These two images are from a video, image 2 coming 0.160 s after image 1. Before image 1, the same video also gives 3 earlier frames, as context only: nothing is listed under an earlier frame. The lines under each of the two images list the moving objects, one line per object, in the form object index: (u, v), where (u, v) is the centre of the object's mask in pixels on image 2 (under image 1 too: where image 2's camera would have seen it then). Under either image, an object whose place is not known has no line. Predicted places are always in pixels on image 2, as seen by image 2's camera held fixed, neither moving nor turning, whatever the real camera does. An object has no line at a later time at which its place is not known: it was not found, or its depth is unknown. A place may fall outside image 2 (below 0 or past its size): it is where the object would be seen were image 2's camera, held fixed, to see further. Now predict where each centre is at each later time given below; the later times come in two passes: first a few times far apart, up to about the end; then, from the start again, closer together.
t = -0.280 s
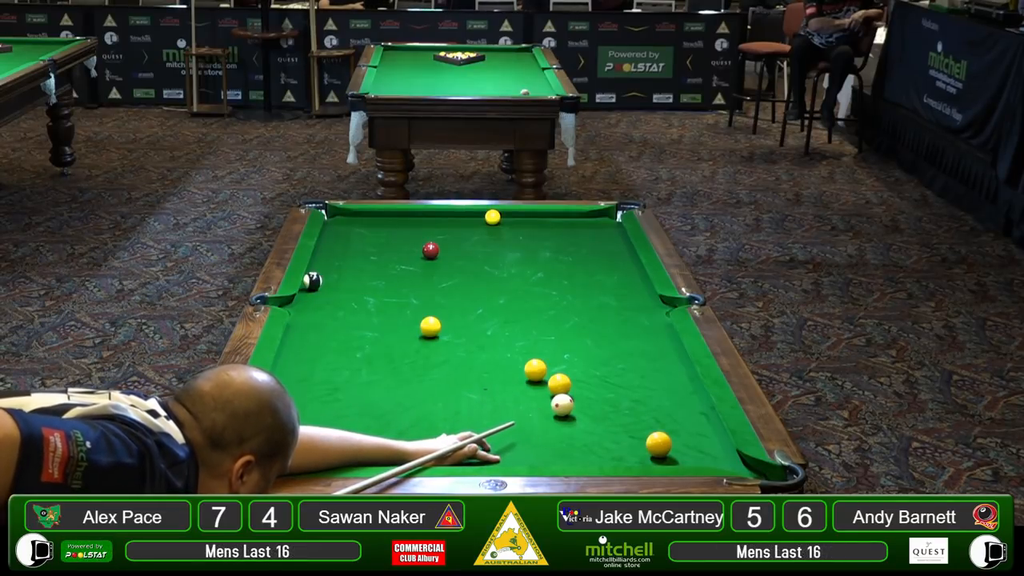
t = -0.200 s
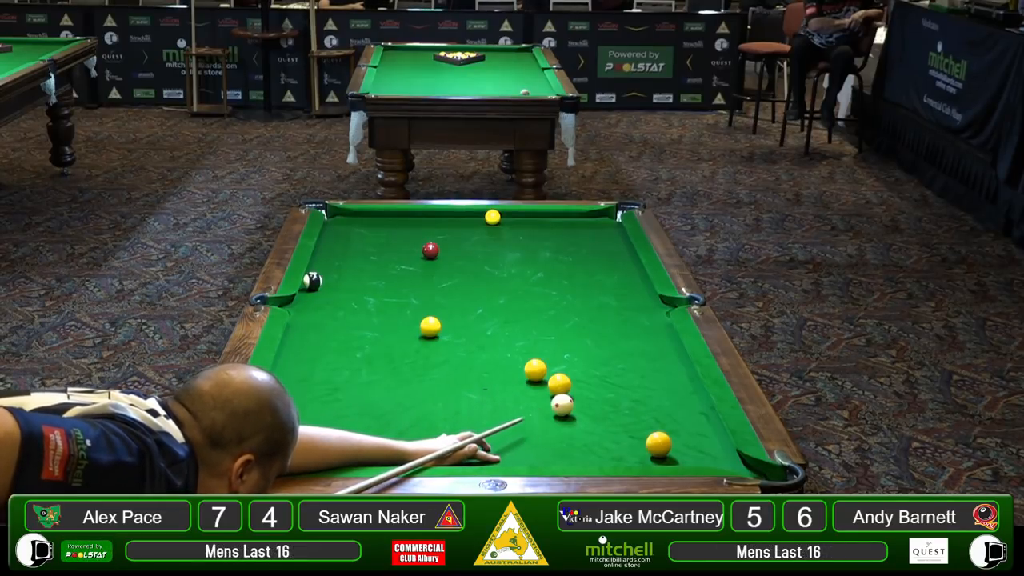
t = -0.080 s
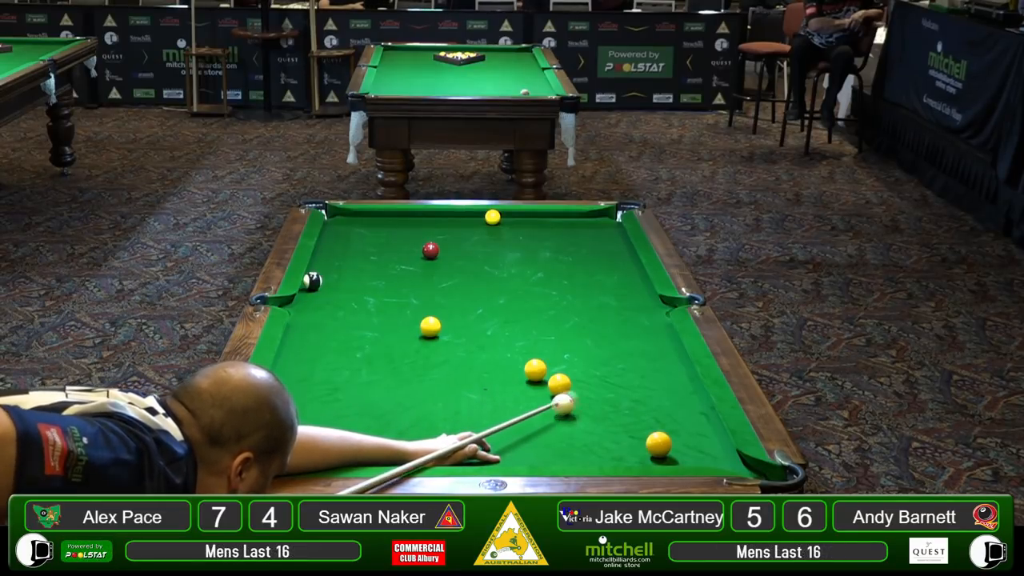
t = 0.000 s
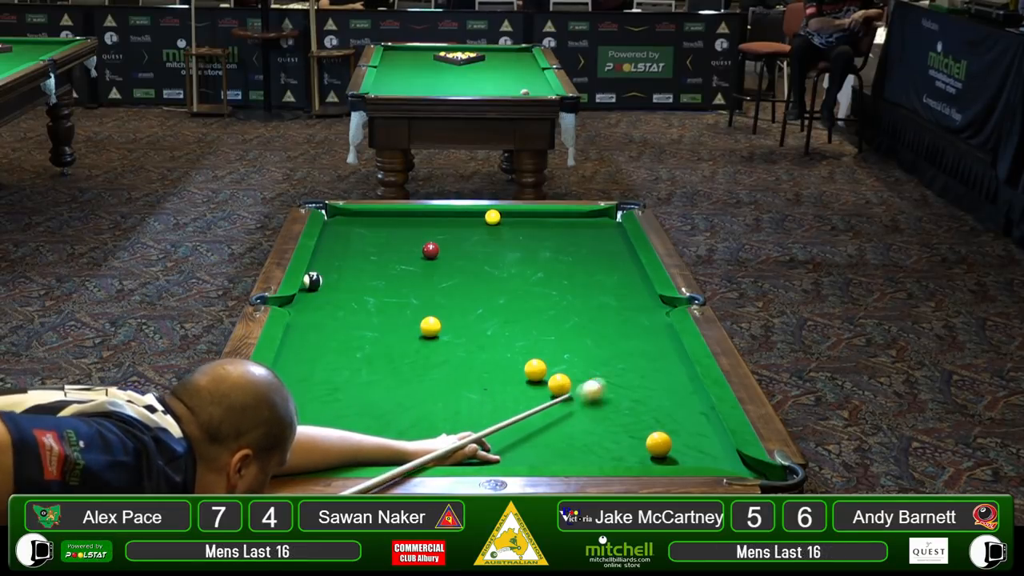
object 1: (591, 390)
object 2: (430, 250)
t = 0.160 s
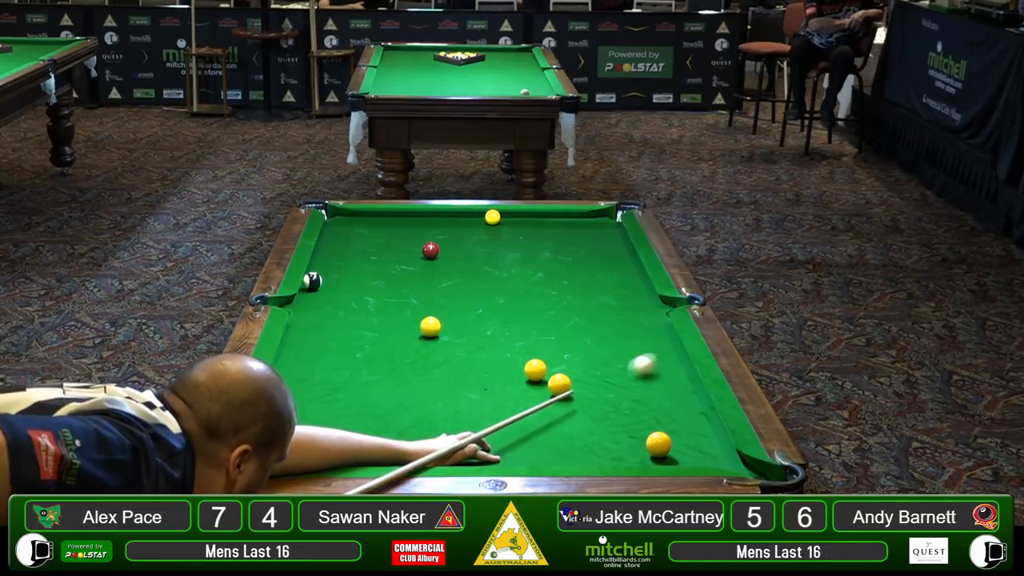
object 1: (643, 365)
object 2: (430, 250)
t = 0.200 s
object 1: (655, 359)
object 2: (430, 250)
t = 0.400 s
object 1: (638, 336)
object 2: (430, 250)
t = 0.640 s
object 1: (578, 314)
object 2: (430, 250)
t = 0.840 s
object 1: (533, 297)
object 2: (430, 250)
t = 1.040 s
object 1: (492, 281)
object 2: (430, 250)
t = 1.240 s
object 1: (456, 268)
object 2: (430, 250)
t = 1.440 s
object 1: (421, 255)
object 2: (433, 248)
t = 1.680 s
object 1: (375, 247)
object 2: (437, 246)
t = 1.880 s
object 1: (339, 241)
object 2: (442, 243)
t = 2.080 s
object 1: (338, 237)
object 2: (446, 240)
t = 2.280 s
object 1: (360, 235)
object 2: (450, 238)
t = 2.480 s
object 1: (381, 233)
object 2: (453, 236)
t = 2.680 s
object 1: (399, 231)
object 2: (456, 235)
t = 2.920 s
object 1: (420, 229)
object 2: (459, 234)
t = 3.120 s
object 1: (435, 227)
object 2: (460, 233)
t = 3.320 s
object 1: (449, 226)
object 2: (462, 233)
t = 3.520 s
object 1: (462, 223)
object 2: (462, 233)
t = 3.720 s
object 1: (474, 224)
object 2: (462, 233)
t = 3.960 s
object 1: (485, 223)
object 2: (462, 233)
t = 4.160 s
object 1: (495, 222)
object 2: (462, 233)
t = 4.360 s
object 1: (503, 222)
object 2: (462, 233)
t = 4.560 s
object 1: (509, 222)
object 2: (460, 233)
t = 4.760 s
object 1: (515, 221)
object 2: (462, 233)
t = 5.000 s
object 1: (520, 221)
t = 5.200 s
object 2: (461, 232)
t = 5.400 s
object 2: (462, 233)
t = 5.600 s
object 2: (462, 233)
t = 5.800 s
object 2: (462, 233)
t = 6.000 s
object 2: (462, 233)
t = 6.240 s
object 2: (462, 233)
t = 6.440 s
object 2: (462, 233)
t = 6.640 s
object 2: (462, 233)
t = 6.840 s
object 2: (462, 233)
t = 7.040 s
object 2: (462, 233)
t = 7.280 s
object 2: (462, 233)
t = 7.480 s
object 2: (462, 233)
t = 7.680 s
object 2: (462, 233)
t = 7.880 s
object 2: (462, 233)
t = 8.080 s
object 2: (462, 233)
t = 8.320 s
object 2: (462, 233)
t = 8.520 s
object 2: (462, 233)
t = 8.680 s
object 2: (462, 233)
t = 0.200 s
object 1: (655, 359)
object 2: (430, 250)
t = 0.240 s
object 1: (666, 354)
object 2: (430, 250)
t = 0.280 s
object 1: (673, 348)
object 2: (430, 250)
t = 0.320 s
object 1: (661, 344)
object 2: (430, 250)
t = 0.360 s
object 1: (649, 340)
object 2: (430, 250)
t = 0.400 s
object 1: (638, 336)
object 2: (430, 250)
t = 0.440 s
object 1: (627, 332)
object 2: (430, 250)
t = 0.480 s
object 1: (617, 328)
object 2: (430, 250)
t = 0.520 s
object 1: (607, 325)
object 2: (430, 250)
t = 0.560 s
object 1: (597, 321)
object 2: (430, 250)
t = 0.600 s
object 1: (588, 317)
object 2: (430, 250)
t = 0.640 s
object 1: (578, 314)
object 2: (430, 250)
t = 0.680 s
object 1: (568, 310)
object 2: (430, 250)
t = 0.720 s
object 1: (559, 306)
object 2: (430, 250)
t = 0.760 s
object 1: (550, 303)
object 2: (430, 250)
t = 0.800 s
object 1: (542, 300)
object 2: (430, 250)
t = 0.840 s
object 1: (533, 297)
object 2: (430, 250)
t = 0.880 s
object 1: (524, 293)
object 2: (430, 250)
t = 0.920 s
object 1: (516, 290)
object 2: (430, 250)
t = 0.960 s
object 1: (508, 287)
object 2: (430, 250)
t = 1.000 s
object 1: (500, 284)
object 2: (430, 250)
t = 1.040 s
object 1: (492, 281)
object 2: (430, 250)
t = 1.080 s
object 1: (485, 278)
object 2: (430, 250)
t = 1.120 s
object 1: (477, 276)
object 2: (430, 250)
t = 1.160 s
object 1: (470, 273)
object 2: (430, 250)
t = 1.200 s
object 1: (463, 270)
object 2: (430, 250)
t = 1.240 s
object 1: (456, 268)
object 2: (430, 250)
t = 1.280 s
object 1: (449, 265)
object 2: (430, 250)
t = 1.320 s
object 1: (442, 262)
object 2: (430, 250)
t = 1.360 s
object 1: (436, 260)
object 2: (430, 248)
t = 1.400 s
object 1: (429, 257)
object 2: (431, 246)
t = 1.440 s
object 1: (421, 255)
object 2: (433, 248)
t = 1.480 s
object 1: (414, 254)
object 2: (432, 249)
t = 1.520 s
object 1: (406, 252)
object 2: (433, 248)
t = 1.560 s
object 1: (398, 251)
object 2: (434, 248)
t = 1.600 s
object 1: (391, 250)
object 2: (435, 247)
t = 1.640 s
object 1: (383, 248)
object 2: (436, 246)
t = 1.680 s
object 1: (375, 247)
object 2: (437, 246)
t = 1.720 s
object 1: (368, 246)
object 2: (438, 245)
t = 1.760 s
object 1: (360, 245)
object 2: (439, 244)
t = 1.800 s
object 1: (353, 243)
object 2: (440, 244)
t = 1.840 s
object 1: (346, 242)
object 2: (441, 243)
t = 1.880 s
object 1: (339, 241)
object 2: (442, 243)
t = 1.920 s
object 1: (332, 240)
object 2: (443, 242)
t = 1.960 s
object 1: (326, 239)
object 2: (444, 242)
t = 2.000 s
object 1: (329, 238)
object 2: (444, 241)
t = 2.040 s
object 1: (334, 238)
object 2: (445, 241)
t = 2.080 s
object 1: (338, 237)
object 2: (446, 240)
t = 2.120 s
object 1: (343, 237)
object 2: (447, 240)
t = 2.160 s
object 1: (347, 236)
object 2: (448, 239)
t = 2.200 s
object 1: (352, 236)
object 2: (448, 239)
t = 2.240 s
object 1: (356, 236)
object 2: (449, 238)
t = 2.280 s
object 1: (360, 235)
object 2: (450, 238)
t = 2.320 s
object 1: (364, 235)
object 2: (450, 238)
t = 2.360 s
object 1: (369, 234)
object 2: (451, 237)
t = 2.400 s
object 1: (373, 234)
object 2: (452, 237)
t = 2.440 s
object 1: (377, 234)
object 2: (452, 237)
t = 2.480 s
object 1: (381, 233)
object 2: (453, 236)
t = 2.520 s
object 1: (385, 233)
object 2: (454, 236)
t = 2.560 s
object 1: (388, 232)
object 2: (454, 236)
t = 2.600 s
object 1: (392, 232)
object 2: (455, 235)
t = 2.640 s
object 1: (396, 232)
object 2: (455, 235)
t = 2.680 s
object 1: (399, 231)
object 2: (456, 235)
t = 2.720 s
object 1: (403, 231)
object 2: (457, 235)
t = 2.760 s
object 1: (406, 231)
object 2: (457, 234)
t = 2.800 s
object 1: (410, 230)
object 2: (458, 234)
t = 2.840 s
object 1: (413, 230)
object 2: (458, 234)
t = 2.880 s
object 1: (416, 230)
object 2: (459, 234)
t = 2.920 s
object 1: (420, 229)
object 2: (459, 234)
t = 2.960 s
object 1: (423, 229)
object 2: (459, 233)
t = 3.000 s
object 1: (426, 229)
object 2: (460, 233)
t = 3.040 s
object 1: (429, 228)
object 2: (460, 233)
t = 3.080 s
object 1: (432, 228)
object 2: (460, 233)
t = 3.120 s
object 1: (435, 227)
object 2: (460, 233)
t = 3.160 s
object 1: (438, 227)
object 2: (461, 233)
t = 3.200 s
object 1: (441, 227)
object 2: (461, 233)
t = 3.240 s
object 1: (444, 227)
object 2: (461, 233)
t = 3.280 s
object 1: (446, 226)
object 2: (461, 233)
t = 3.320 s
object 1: (449, 226)
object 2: (462, 233)
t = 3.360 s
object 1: (451, 225)
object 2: (462, 233)
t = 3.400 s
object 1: (453, 224)
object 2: (462, 233)
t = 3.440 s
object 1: (456, 224)
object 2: (462, 233)
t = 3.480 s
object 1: (459, 223)
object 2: (462, 233)
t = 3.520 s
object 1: (462, 223)
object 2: (462, 233)
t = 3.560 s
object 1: (465, 223)
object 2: (462, 233)
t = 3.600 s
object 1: (468, 223)
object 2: (462, 233)
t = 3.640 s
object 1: (470, 224)
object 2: (461, 233)
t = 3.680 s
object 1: (472, 224)
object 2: (462, 233)
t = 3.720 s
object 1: (474, 224)
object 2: (462, 233)
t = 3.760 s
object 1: (476, 224)
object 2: (462, 233)
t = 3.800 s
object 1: (478, 224)
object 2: (462, 233)
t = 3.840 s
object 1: (480, 224)
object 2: (462, 233)
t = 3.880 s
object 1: (482, 224)
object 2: (462, 233)
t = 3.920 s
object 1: (484, 224)
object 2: (462, 233)
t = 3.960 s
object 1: (485, 223)
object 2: (462, 233)
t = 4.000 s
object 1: (487, 223)
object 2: (462, 233)
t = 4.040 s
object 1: (489, 223)
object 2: (462, 233)
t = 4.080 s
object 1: (491, 223)
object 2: (462, 233)
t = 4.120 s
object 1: (493, 223)
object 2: (462, 233)
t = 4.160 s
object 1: (495, 222)
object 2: (462, 233)
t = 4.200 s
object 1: (497, 222)
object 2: (462, 233)
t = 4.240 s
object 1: (499, 222)
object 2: (462, 233)
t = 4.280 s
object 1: (500, 222)
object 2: (462, 233)
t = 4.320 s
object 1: (502, 222)
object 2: (462, 233)
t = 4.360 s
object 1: (503, 222)
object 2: (462, 233)
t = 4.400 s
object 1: (504, 222)
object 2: (462, 233)
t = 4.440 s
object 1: (506, 222)
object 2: (462, 233)
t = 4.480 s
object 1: (507, 222)
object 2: (462, 233)
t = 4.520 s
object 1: (508, 222)
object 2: (462, 233)
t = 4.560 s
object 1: (509, 222)
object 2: (460, 233)
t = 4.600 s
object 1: (510, 221)
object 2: (462, 233)
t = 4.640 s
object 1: (512, 221)
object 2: (462, 233)
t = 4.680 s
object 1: (513, 221)
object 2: (462, 233)
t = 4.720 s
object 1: (513, 221)
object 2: (462, 233)
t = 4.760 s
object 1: (515, 221)
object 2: (462, 233)
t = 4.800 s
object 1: (516, 221)
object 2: (462, 233)
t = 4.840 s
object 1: (517, 221)
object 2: (462, 233)
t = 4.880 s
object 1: (517, 221)
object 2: (462, 233)
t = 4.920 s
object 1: (518, 221)
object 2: (464, 231)
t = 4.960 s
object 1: (519, 221)
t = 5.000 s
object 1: (520, 221)
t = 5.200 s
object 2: (461, 232)
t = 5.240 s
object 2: (462, 233)
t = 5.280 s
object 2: (462, 233)
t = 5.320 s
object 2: (462, 233)
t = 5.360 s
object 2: (462, 233)
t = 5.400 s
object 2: (462, 233)
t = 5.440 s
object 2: (462, 233)
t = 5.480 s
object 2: (462, 233)
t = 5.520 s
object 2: (462, 233)
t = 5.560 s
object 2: (462, 233)
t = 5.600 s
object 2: (462, 233)
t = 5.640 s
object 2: (462, 233)
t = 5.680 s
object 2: (462, 233)
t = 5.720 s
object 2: (462, 233)
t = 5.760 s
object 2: (462, 233)
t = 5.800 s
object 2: (462, 233)
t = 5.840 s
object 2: (462, 233)
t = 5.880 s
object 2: (462, 233)
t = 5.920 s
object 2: (462, 233)
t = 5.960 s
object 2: (462, 233)
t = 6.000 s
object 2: (462, 233)
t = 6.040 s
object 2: (462, 233)
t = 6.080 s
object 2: (462, 233)
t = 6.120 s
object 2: (462, 233)
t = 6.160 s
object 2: (462, 233)
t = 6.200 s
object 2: (462, 233)
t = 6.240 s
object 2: (462, 233)
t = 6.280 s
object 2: (462, 233)
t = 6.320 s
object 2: (462, 233)
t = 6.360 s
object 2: (462, 233)
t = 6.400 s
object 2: (462, 233)
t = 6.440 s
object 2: (462, 233)
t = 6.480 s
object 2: (462, 233)
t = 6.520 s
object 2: (462, 233)
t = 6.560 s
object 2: (462, 233)
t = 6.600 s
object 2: (462, 233)
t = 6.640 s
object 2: (462, 233)
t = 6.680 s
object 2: (462, 233)
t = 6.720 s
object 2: (462, 233)
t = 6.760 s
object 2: (462, 233)
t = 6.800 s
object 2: (462, 233)
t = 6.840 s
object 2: (462, 233)
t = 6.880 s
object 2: (462, 233)
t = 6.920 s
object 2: (462, 233)
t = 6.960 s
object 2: (462, 233)
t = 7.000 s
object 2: (462, 233)
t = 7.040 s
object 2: (462, 233)
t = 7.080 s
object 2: (462, 233)
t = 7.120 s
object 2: (462, 233)
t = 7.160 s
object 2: (462, 233)
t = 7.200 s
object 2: (462, 233)
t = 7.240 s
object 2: (462, 233)
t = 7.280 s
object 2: (462, 233)
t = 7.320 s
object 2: (462, 233)
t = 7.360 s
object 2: (462, 233)
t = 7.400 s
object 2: (462, 233)
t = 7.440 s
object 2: (462, 233)
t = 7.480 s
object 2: (462, 233)
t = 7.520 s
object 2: (462, 233)
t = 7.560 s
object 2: (462, 233)
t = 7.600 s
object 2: (462, 233)
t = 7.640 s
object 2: (462, 233)
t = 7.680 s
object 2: (462, 233)
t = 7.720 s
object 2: (462, 233)
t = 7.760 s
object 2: (462, 233)
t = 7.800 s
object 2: (462, 233)
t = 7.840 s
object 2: (462, 233)
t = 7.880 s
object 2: (462, 233)
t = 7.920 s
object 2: (462, 233)
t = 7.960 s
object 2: (462, 233)
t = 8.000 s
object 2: (462, 233)
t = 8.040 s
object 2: (462, 233)
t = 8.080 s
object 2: (462, 233)
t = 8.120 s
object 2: (462, 233)
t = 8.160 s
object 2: (462, 233)
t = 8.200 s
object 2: (462, 233)
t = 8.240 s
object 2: (462, 233)
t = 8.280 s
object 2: (462, 233)
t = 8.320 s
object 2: (462, 233)
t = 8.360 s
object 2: (462, 233)
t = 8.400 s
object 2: (462, 233)
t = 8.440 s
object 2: (462, 233)
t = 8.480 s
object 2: (462, 233)
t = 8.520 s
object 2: (462, 233)
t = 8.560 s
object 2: (462, 233)
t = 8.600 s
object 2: (462, 233)
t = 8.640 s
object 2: (462, 233)
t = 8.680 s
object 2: (462, 233)
